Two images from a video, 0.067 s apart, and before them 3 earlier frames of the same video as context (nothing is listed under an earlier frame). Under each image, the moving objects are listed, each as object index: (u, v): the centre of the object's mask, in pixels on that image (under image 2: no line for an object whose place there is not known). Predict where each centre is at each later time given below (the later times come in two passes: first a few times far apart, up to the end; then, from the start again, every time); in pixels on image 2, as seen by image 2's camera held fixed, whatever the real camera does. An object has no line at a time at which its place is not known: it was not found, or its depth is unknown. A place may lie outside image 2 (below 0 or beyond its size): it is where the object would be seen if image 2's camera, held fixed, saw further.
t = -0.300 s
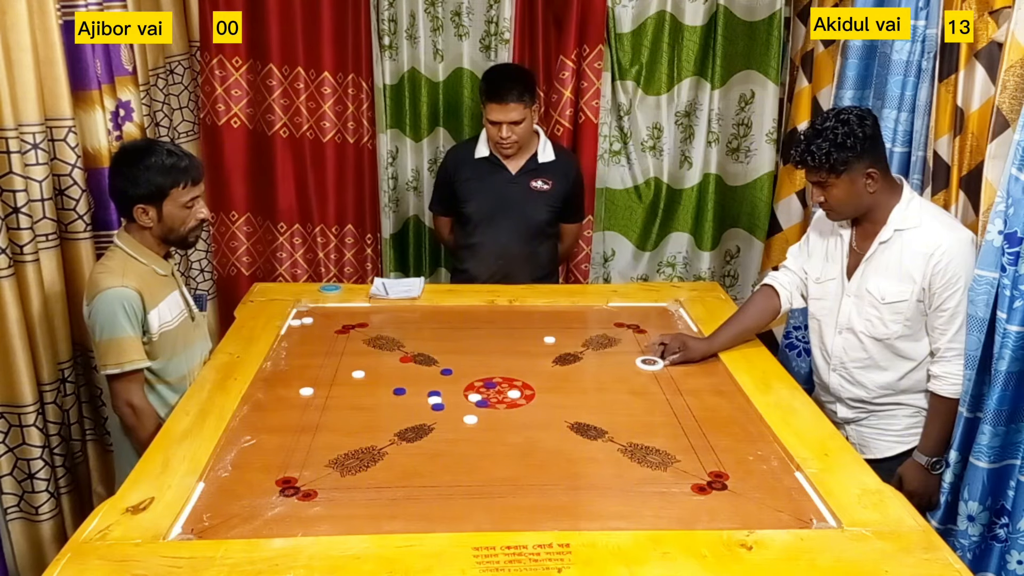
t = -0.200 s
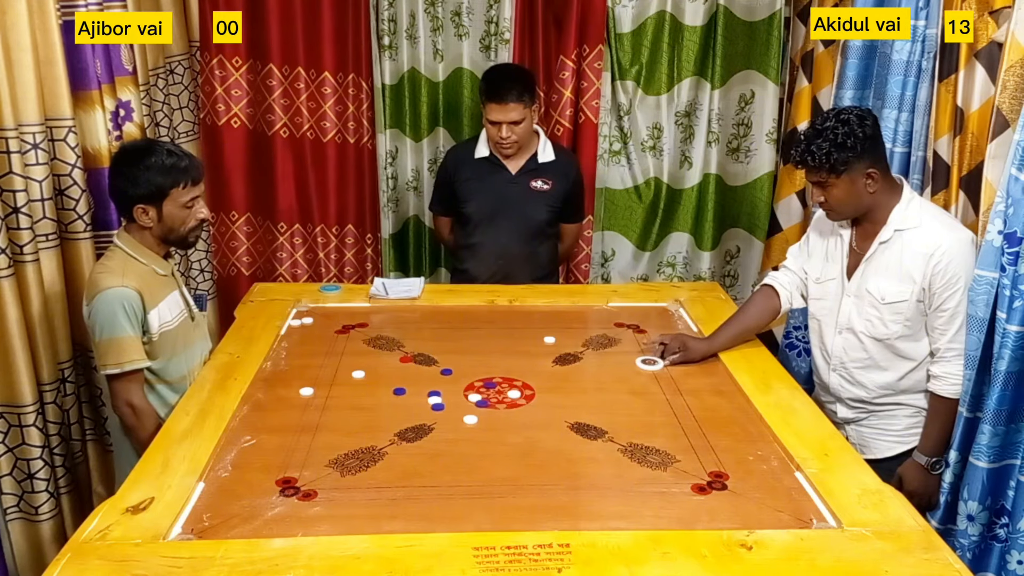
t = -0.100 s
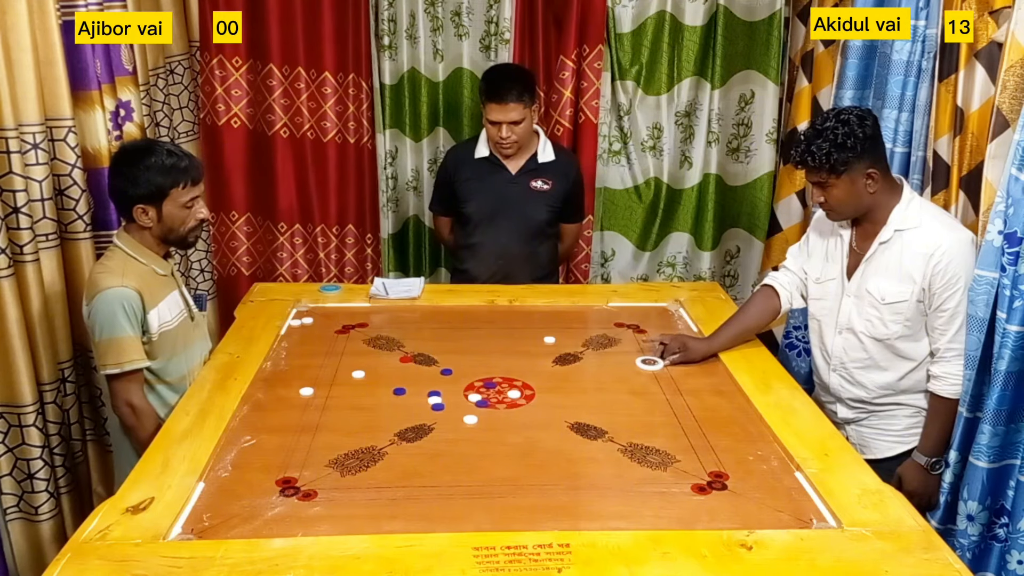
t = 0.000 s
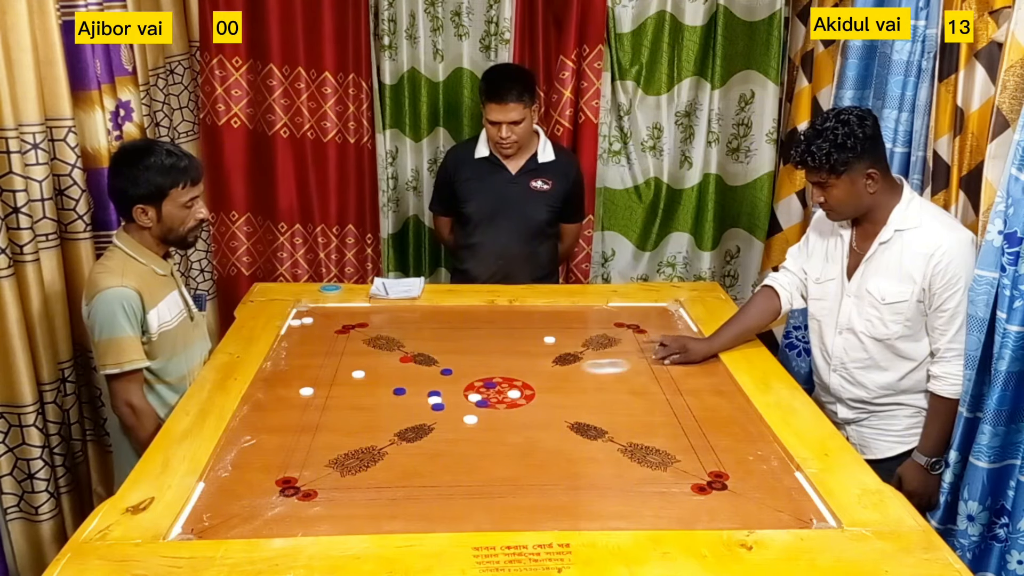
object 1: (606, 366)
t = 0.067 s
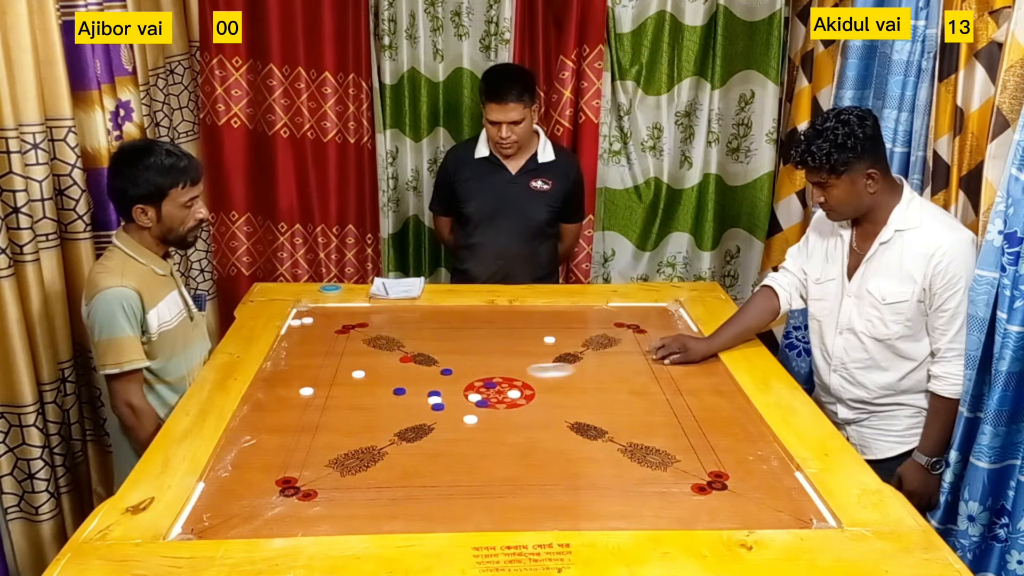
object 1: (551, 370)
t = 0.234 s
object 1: (425, 382)
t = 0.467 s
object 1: (305, 392)
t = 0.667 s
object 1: (286, 398)
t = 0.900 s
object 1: (332, 402)
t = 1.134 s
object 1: (354, 404)
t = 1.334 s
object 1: (358, 404)
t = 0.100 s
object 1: (524, 372)
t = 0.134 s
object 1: (497, 374)
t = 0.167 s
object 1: (470, 376)
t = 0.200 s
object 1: (447, 379)
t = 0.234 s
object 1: (425, 382)
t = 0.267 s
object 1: (405, 384)
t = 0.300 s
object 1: (387, 385)
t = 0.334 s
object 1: (369, 387)
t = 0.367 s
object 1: (351, 388)
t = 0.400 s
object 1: (336, 389)
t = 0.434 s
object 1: (320, 390)
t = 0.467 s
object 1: (305, 392)
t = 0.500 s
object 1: (291, 393)
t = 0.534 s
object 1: (278, 395)
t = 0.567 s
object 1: (266, 396)
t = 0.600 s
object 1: (269, 397)
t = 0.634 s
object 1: (278, 398)
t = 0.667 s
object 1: (286, 398)
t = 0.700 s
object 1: (294, 399)
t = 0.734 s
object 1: (301, 400)
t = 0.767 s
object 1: (309, 400)
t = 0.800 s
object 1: (315, 401)
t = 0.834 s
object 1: (321, 401)
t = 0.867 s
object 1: (327, 402)
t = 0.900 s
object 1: (332, 402)
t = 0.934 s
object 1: (336, 403)
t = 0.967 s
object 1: (340, 403)
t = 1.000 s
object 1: (344, 403)
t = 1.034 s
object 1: (347, 403)
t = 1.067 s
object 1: (350, 404)
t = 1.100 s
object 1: (352, 404)
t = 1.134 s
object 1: (354, 404)
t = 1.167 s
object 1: (356, 404)
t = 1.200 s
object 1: (357, 404)
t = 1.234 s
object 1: (358, 404)
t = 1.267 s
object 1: (358, 404)
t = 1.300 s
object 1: (358, 404)
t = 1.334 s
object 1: (358, 404)
